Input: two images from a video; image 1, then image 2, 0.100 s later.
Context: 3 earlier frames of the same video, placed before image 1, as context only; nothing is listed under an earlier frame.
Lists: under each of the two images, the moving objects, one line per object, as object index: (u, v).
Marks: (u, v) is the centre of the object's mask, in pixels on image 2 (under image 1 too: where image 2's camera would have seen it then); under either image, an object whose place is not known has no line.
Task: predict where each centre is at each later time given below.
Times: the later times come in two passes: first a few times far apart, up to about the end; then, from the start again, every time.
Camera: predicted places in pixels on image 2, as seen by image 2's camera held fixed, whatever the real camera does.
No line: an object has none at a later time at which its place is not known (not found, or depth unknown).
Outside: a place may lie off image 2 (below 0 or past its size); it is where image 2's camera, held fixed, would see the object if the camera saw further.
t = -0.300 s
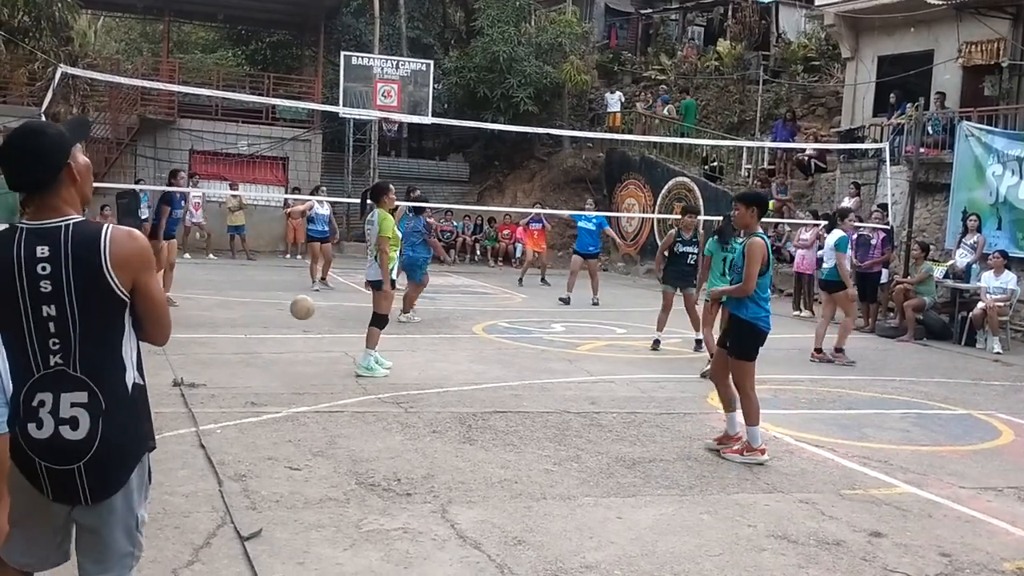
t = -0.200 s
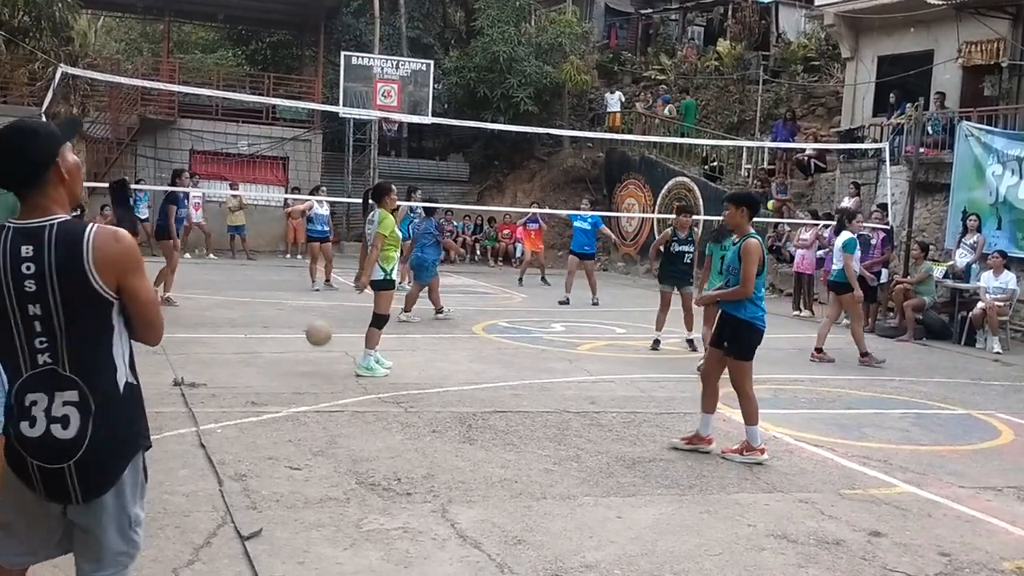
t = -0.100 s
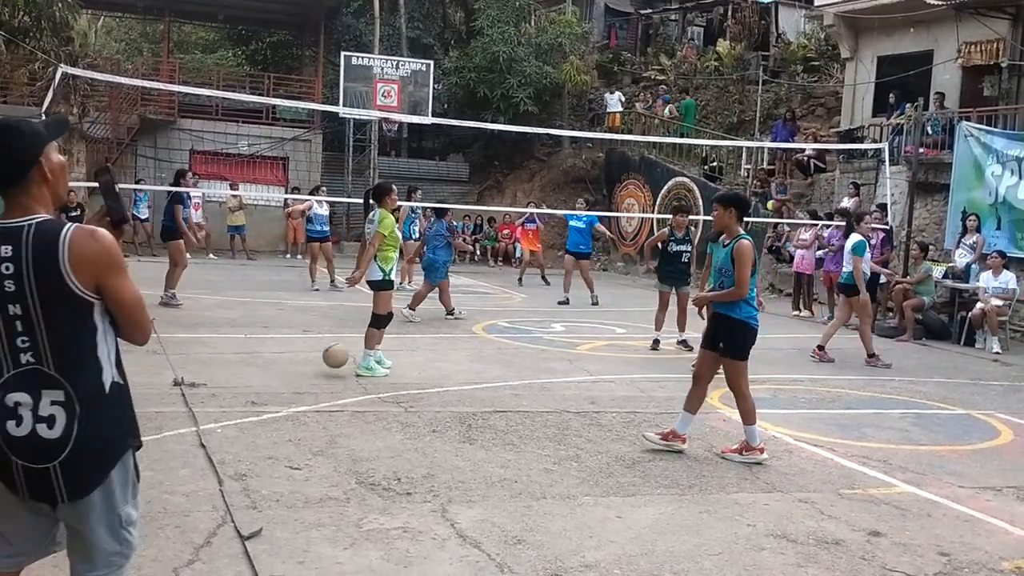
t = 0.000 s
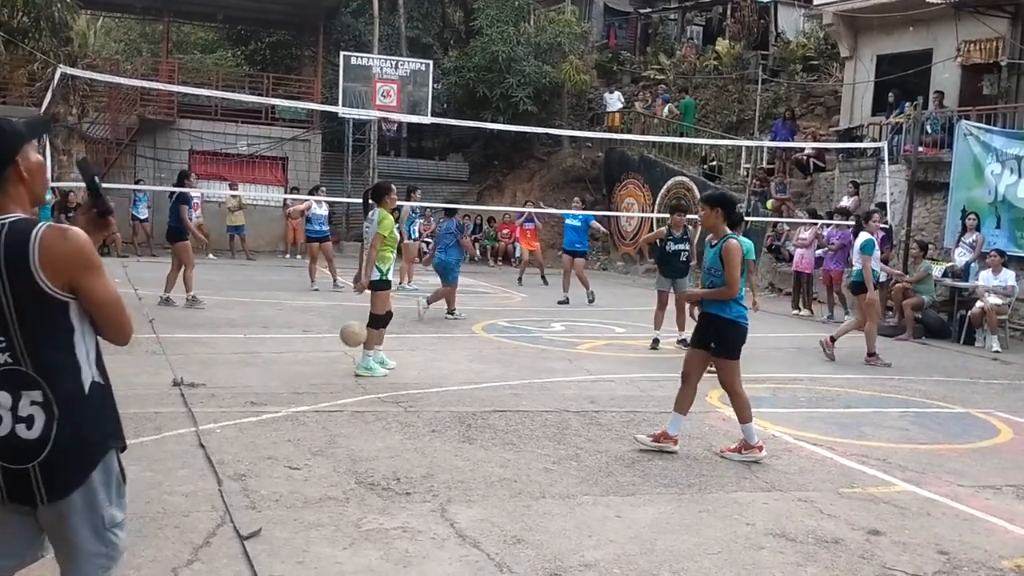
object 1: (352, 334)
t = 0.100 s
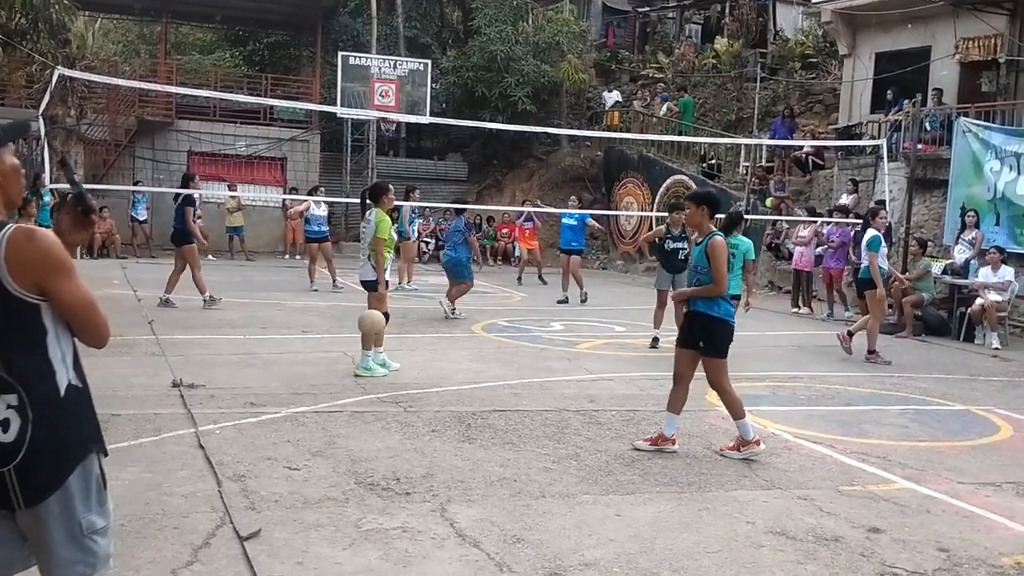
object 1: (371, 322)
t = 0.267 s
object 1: (403, 334)
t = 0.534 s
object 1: (457, 389)
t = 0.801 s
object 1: (525, 424)
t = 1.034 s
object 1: (593, 437)
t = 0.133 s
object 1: (378, 321)
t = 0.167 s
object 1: (384, 323)
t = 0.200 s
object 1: (390, 325)
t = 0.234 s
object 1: (397, 329)
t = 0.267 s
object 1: (403, 334)
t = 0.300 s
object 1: (409, 340)
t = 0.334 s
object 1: (415, 349)
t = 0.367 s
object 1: (422, 359)
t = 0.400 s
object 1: (428, 372)
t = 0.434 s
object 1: (435, 385)
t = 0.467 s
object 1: (441, 398)
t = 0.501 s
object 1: (448, 393)
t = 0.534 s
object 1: (457, 389)
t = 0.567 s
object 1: (465, 387)
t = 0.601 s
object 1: (474, 387)
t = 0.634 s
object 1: (482, 390)
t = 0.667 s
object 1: (491, 393)
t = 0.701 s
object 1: (499, 399)
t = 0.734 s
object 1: (508, 405)
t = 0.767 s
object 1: (517, 414)
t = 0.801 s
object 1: (525, 424)
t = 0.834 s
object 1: (534, 430)
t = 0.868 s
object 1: (544, 427)
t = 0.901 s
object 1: (554, 426)
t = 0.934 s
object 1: (564, 426)
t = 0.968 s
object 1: (572, 428)
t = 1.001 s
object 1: (583, 431)
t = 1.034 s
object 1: (593, 437)
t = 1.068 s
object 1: (603, 446)
